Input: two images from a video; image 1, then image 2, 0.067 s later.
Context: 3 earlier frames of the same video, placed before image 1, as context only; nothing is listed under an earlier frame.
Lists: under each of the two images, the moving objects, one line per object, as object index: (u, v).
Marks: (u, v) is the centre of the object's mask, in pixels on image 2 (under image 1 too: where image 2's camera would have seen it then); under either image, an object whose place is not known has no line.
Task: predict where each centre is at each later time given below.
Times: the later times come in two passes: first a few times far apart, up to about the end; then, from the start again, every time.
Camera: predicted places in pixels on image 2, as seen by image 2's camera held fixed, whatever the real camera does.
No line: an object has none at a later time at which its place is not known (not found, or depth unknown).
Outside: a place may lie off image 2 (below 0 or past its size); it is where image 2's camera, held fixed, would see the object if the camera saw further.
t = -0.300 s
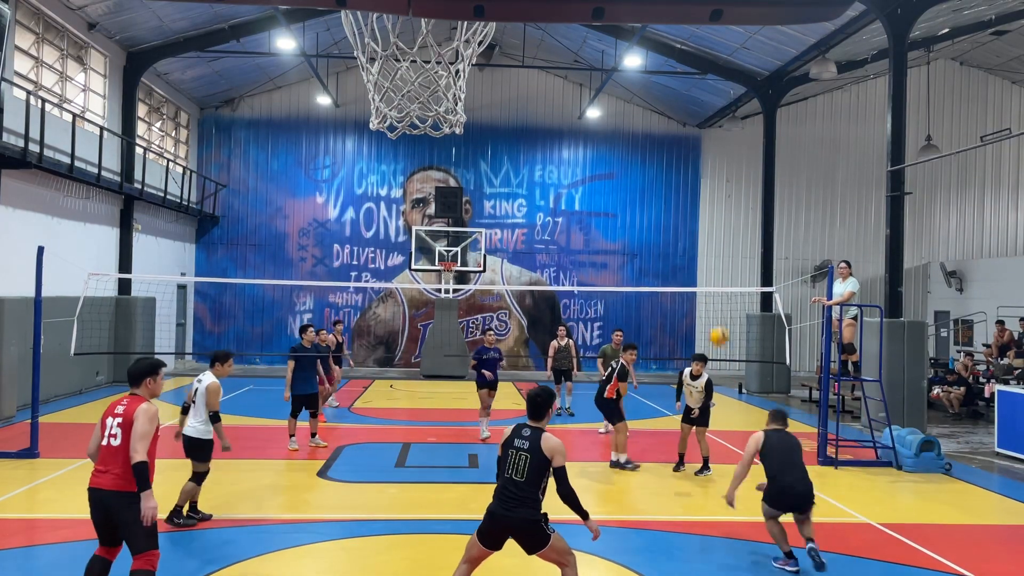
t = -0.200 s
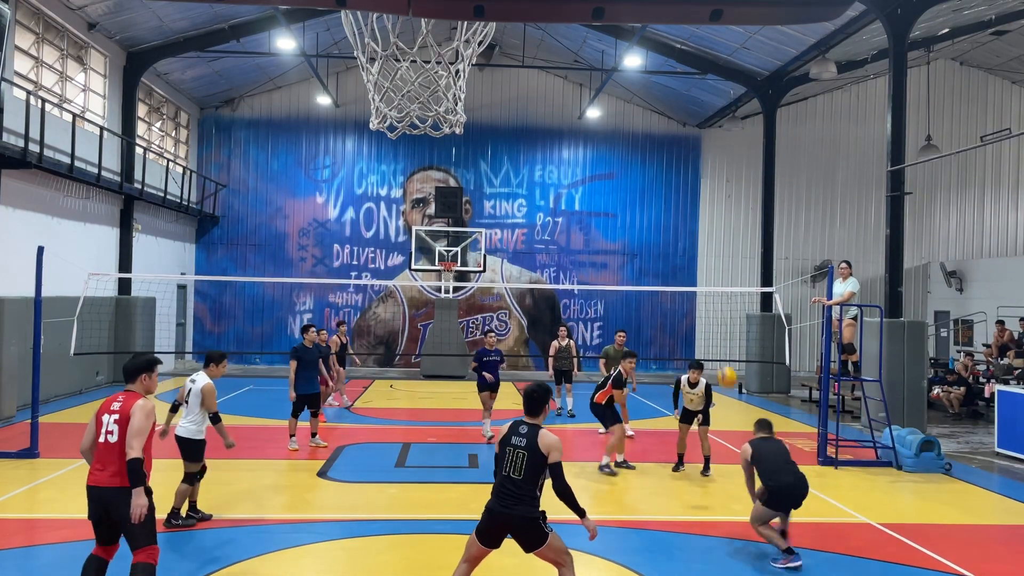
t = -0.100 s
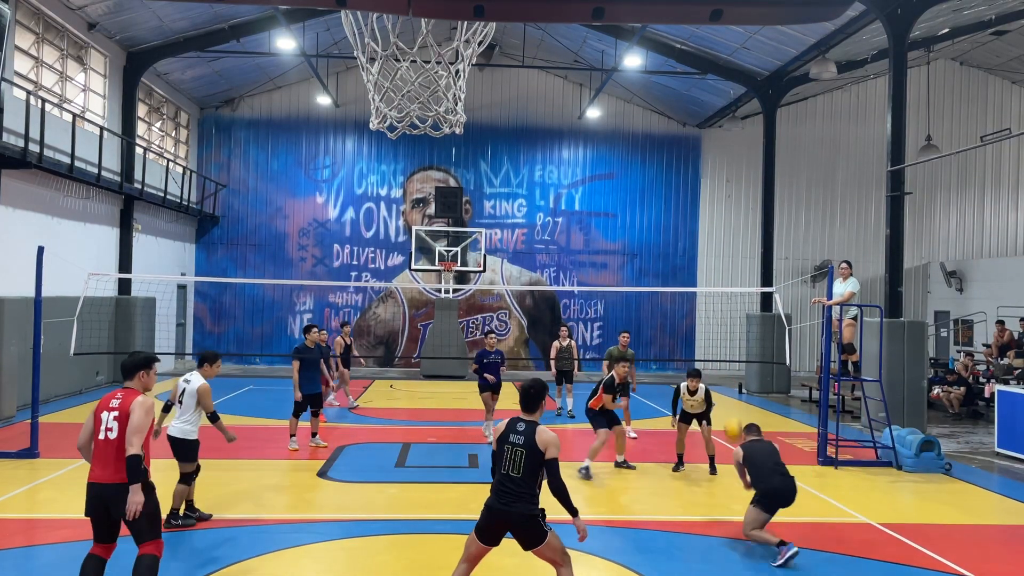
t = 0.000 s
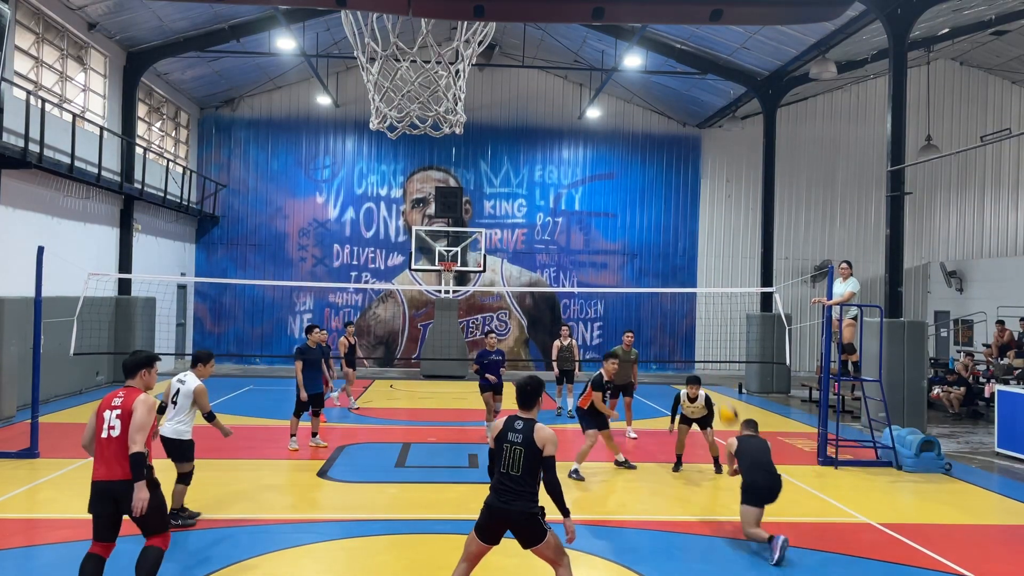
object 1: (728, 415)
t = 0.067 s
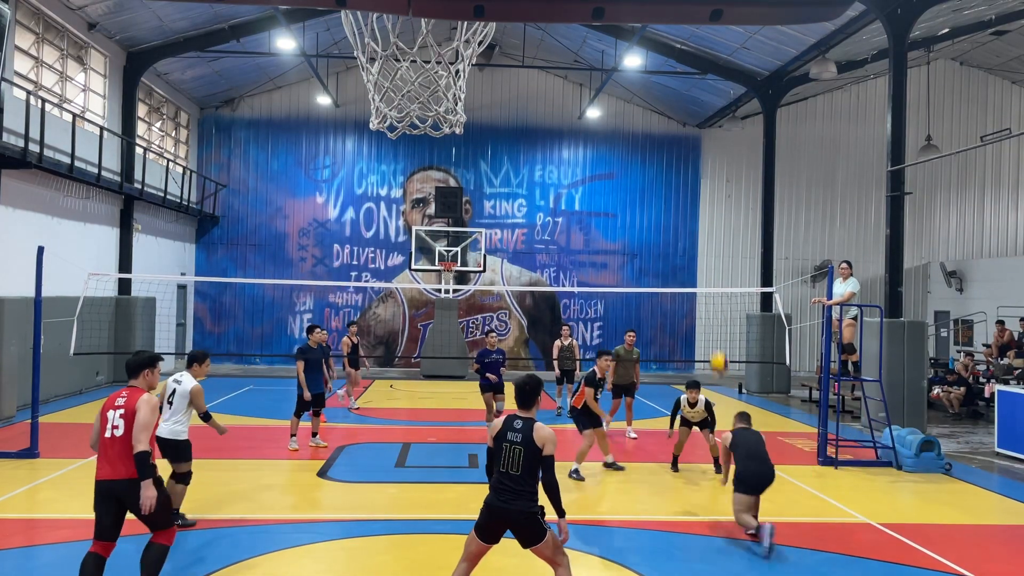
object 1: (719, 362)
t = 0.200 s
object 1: (701, 281)
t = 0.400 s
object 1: (677, 198)
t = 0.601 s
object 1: (656, 155)
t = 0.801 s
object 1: (636, 145)
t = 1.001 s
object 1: (617, 166)
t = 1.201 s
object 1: (599, 211)
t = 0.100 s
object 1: (715, 339)
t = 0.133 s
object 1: (710, 319)
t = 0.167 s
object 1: (706, 300)
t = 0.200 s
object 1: (701, 281)
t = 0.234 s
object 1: (696, 264)
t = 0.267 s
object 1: (692, 248)
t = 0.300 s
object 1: (689, 234)
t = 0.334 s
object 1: (685, 221)
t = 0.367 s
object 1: (681, 209)
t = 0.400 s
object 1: (677, 198)
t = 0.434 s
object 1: (674, 188)
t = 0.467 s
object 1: (670, 179)
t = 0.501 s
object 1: (666, 172)
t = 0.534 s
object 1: (663, 165)
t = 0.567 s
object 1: (659, 160)
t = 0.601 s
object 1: (656, 155)
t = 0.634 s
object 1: (653, 151)
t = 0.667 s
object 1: (649, 148)
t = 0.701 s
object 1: (646, 146)
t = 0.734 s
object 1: (643, 145)
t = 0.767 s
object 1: (639, 145)
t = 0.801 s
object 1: (636, 145)
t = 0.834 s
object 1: (633, 147)
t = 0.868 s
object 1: (630, 149)
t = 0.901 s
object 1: (626, 152)
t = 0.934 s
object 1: (623, 156)
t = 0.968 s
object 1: (621, 160)
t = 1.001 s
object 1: (617, 166)
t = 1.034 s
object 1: (614, 171)
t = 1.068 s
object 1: (611, 178)
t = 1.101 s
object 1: (608, 185)
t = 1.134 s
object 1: (605, 193)
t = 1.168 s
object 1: (602, 202)
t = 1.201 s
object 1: (599, 211)
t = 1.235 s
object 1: (596, 221)
